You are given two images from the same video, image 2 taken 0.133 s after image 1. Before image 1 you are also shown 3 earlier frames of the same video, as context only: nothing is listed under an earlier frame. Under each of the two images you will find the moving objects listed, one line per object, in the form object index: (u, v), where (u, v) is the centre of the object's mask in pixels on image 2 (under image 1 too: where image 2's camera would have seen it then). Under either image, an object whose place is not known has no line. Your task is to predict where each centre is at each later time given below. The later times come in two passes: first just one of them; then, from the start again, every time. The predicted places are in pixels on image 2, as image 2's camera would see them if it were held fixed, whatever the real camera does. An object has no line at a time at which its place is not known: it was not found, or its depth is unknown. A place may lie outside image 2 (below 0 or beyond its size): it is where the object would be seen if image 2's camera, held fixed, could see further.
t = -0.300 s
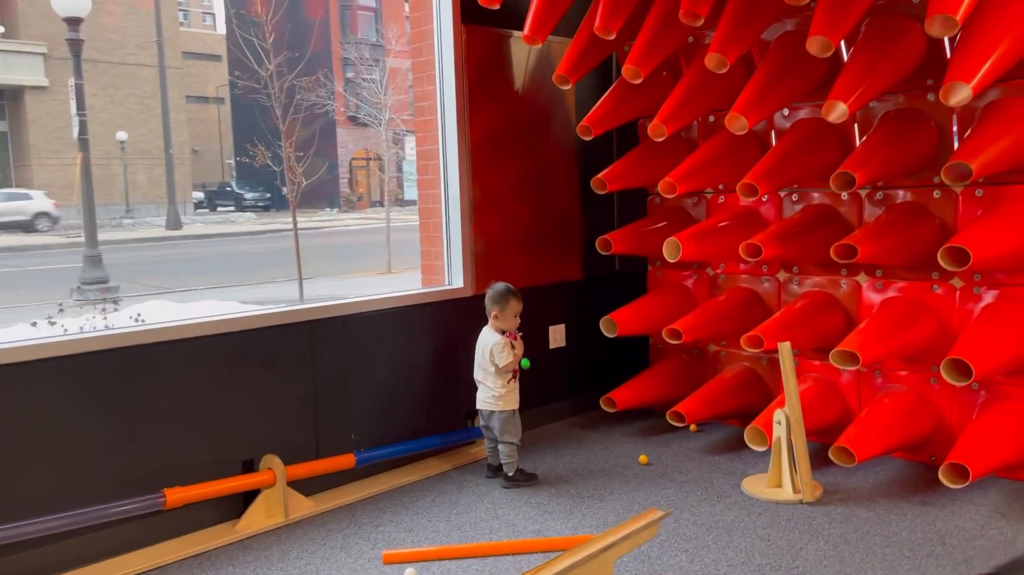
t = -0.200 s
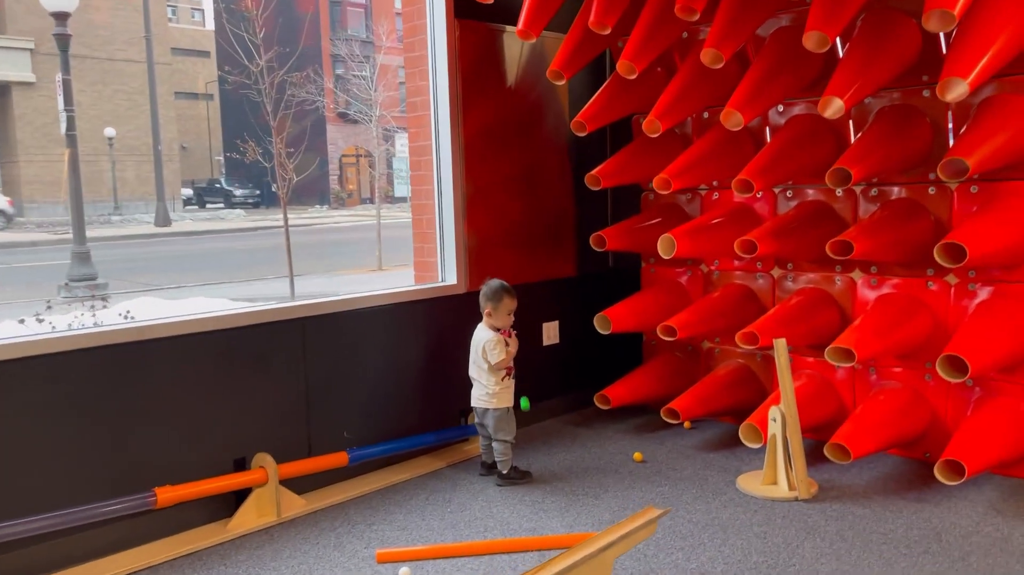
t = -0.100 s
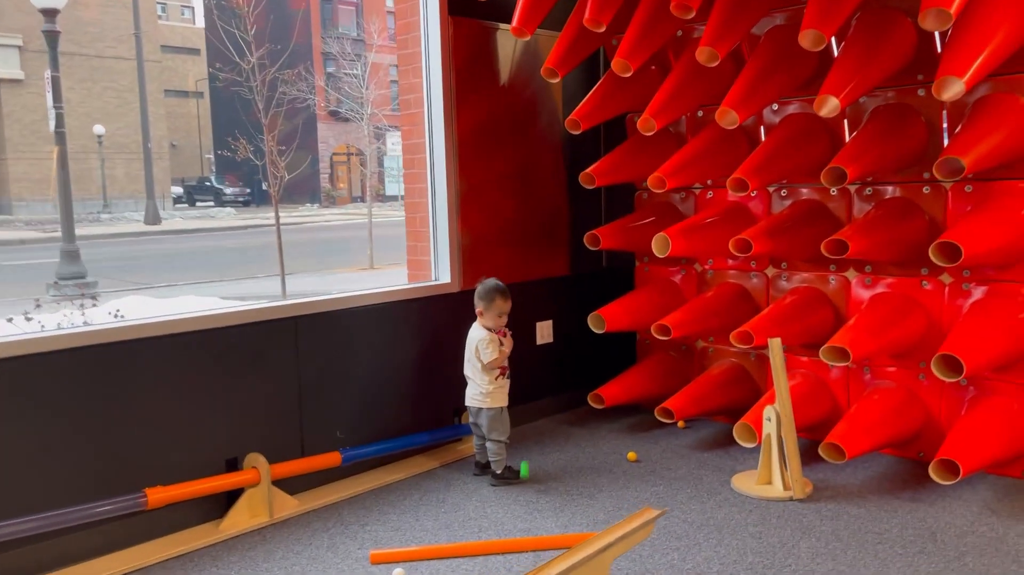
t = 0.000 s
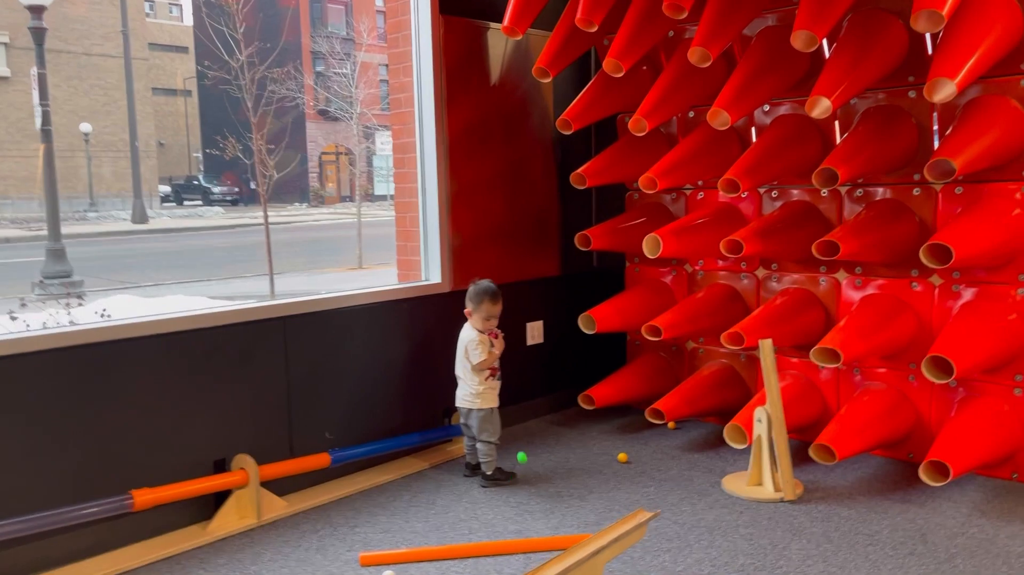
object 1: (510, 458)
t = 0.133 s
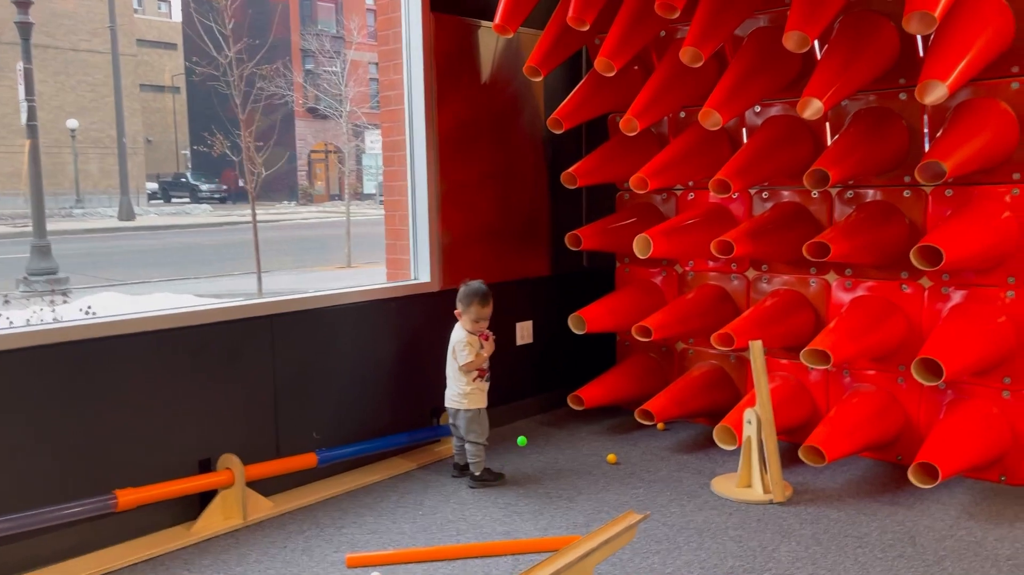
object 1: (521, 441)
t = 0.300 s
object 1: (536, 483)
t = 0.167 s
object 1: (524, 444)
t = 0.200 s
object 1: (527, 449)
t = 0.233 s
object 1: (530, 457)
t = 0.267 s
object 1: (533, 469)
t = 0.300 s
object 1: (536, 483)
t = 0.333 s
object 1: (540, 500)
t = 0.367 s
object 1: (543, 500)
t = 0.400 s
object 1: (546, 494)
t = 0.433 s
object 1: (550, 489)
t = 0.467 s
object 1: (554, 489)
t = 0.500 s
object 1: (557, 490)
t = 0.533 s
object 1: (561, 494)
